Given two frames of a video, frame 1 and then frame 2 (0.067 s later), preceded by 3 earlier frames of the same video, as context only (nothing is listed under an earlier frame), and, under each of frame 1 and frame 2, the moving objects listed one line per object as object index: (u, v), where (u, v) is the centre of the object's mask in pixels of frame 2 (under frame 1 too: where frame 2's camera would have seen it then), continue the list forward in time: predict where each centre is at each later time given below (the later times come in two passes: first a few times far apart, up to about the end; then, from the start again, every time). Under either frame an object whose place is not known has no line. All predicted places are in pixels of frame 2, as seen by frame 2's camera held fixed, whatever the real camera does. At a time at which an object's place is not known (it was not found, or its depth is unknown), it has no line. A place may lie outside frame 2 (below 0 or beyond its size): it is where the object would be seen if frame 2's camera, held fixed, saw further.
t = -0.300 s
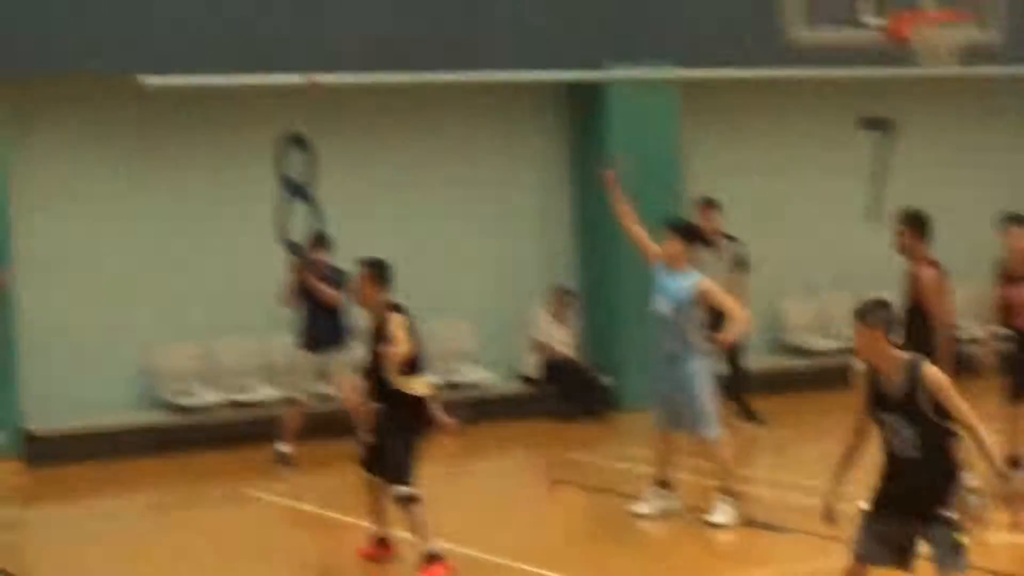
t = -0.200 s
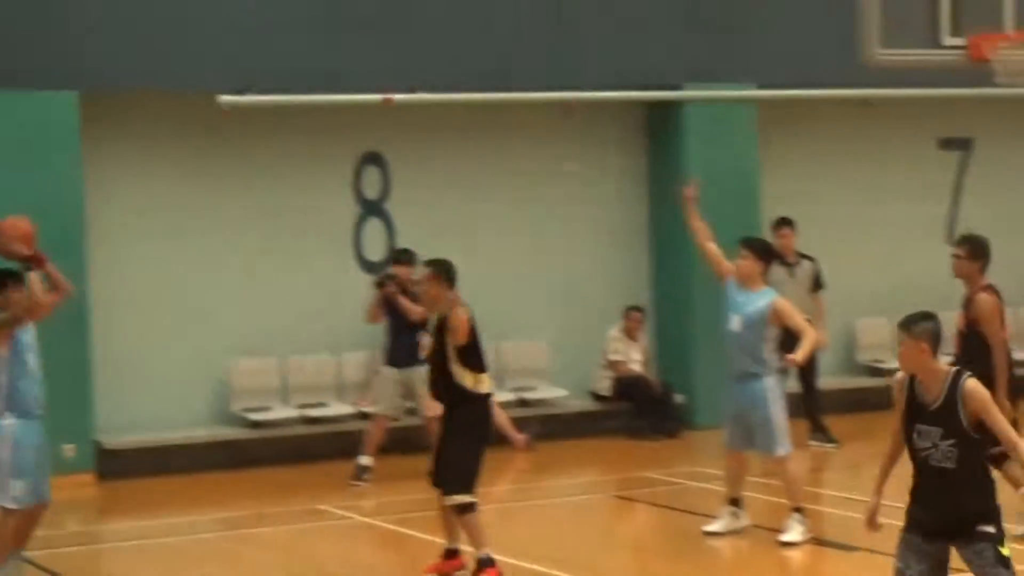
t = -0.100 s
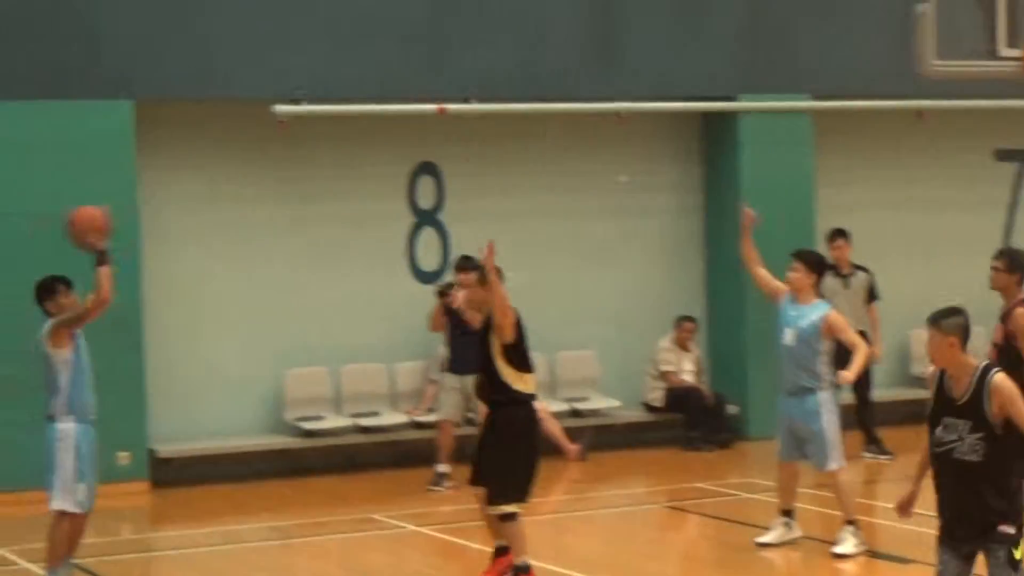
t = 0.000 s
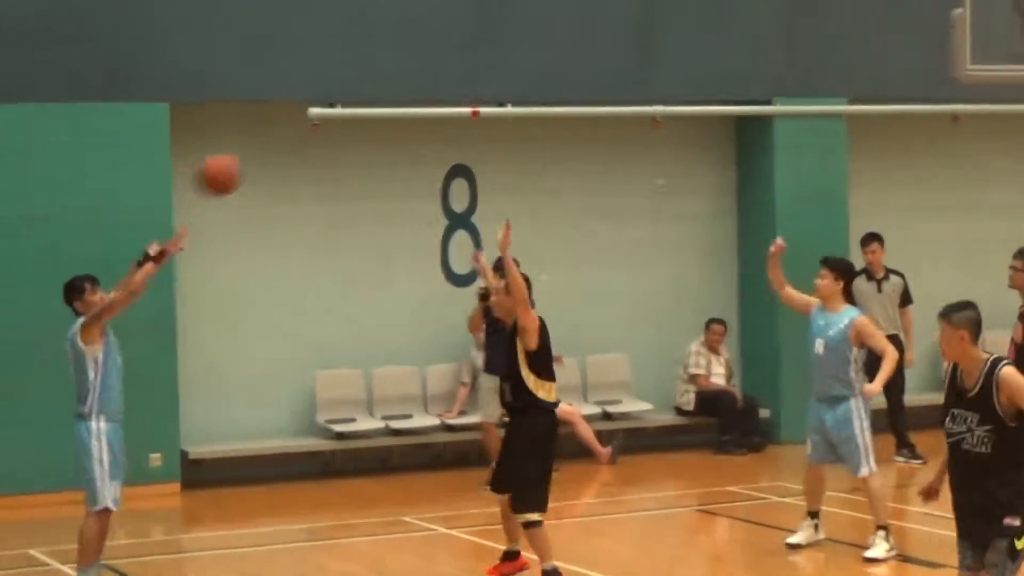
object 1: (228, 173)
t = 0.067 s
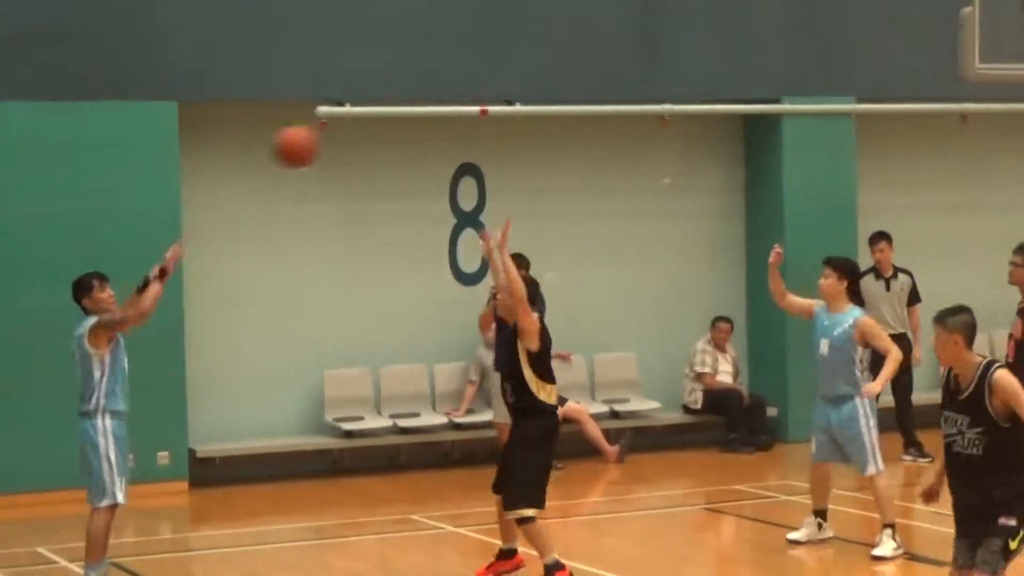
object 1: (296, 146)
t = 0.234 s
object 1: (461, 116)
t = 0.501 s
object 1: (709, 165)
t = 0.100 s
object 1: (330, 136)
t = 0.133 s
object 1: (364, 130)
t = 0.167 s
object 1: (396, 123)
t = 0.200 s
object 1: (429, 118)
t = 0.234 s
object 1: (461, 116)
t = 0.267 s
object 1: (493, 116)
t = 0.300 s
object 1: (524, 117)
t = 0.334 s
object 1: (556, 121)
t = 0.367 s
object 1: (587, 127)
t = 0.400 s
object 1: (618, 134)
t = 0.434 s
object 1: (649, 142)
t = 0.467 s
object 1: (680, 152)
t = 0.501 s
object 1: (709, 165)
